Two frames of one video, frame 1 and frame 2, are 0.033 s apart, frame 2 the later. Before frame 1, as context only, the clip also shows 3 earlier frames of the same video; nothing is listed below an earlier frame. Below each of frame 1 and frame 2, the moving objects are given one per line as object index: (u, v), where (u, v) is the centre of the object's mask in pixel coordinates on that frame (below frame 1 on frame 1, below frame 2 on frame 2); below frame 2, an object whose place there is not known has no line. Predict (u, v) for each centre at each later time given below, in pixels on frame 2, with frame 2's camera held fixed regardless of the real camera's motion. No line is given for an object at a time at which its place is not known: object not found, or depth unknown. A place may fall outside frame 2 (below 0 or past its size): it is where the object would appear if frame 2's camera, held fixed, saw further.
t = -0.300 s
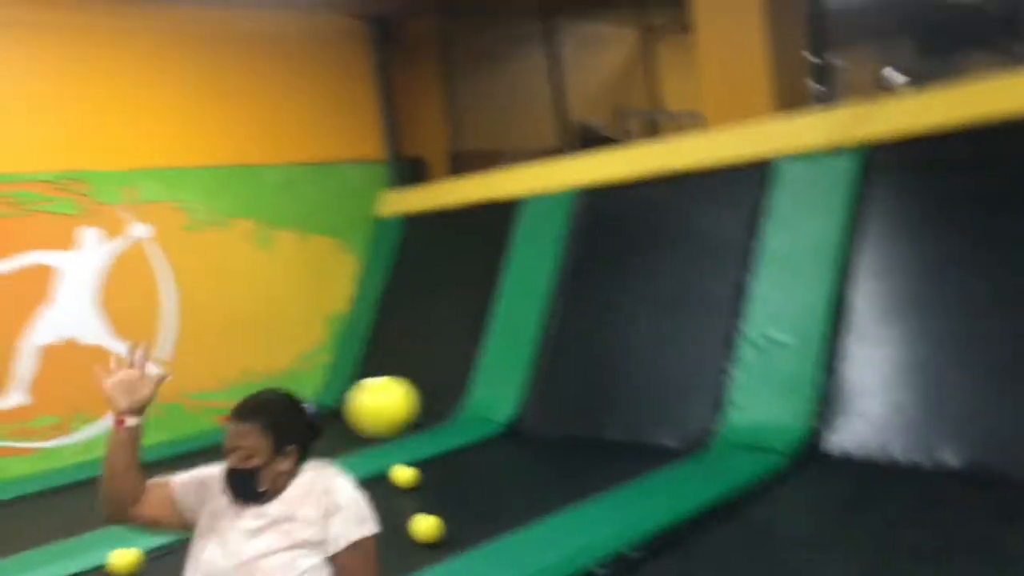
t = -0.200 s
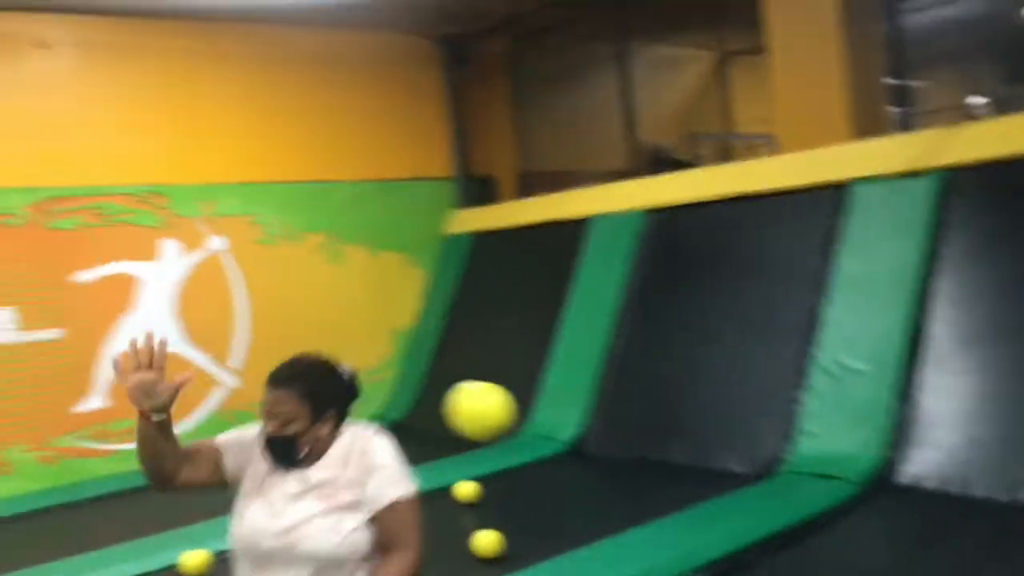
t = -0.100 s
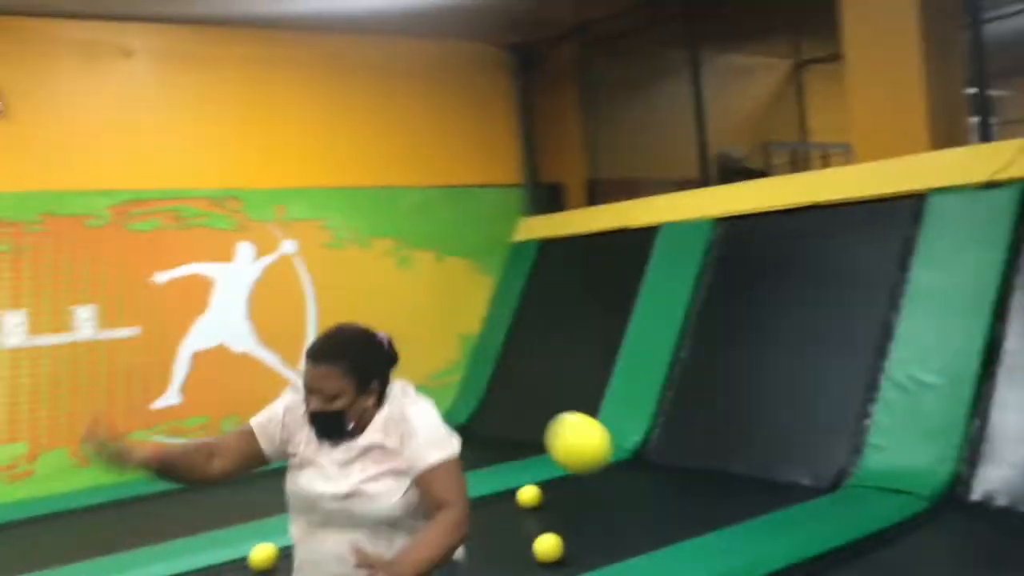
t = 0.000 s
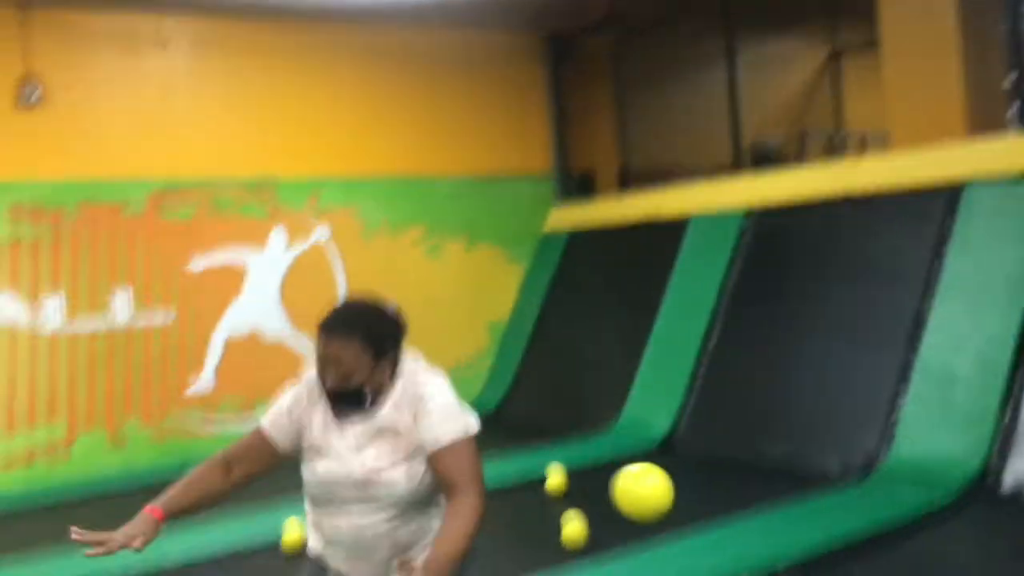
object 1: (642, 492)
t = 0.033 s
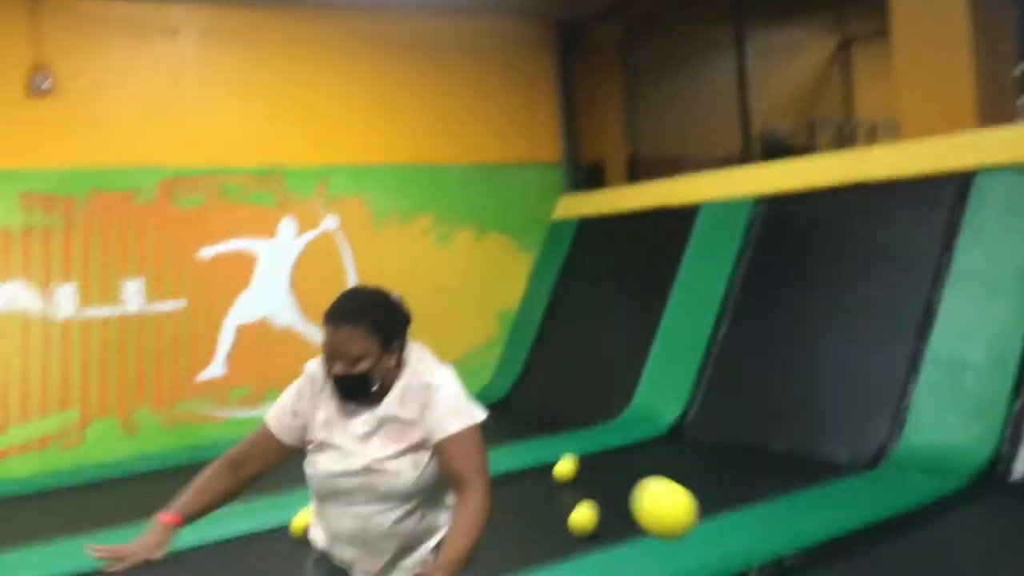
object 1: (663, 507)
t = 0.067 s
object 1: (677, 536)
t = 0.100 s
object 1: (691, 574)
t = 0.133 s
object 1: (703, 613)
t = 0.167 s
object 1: (714, 656)
